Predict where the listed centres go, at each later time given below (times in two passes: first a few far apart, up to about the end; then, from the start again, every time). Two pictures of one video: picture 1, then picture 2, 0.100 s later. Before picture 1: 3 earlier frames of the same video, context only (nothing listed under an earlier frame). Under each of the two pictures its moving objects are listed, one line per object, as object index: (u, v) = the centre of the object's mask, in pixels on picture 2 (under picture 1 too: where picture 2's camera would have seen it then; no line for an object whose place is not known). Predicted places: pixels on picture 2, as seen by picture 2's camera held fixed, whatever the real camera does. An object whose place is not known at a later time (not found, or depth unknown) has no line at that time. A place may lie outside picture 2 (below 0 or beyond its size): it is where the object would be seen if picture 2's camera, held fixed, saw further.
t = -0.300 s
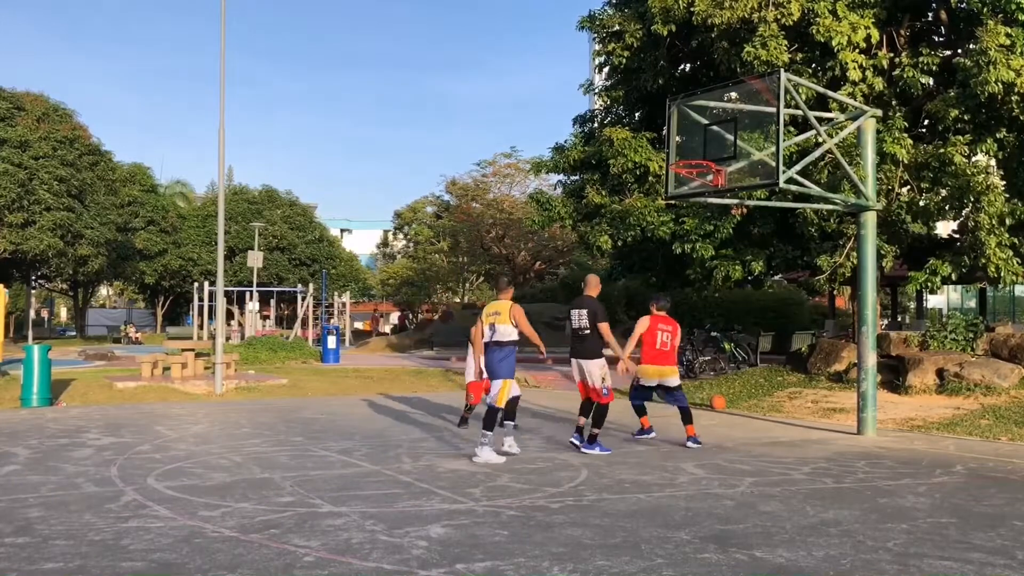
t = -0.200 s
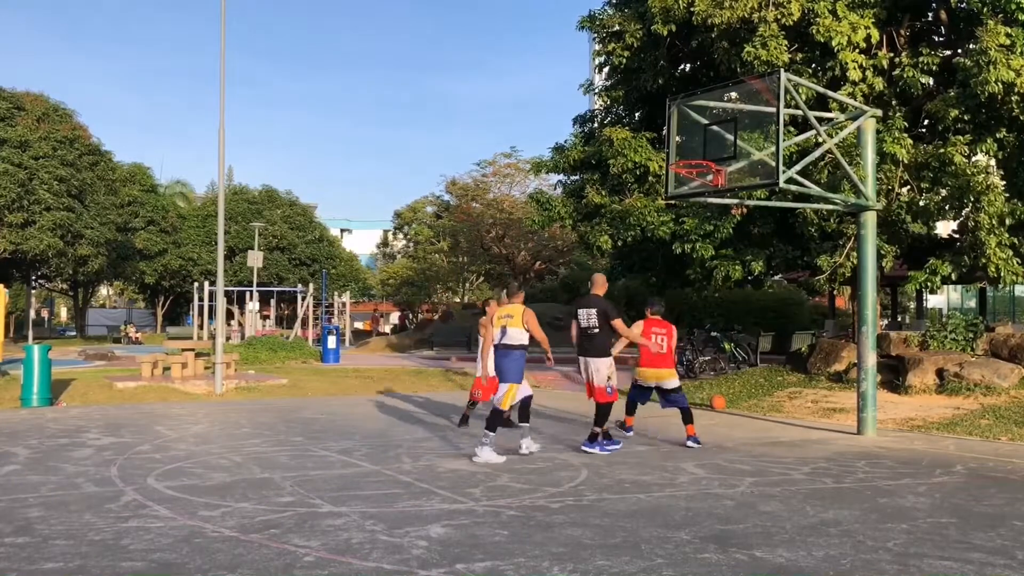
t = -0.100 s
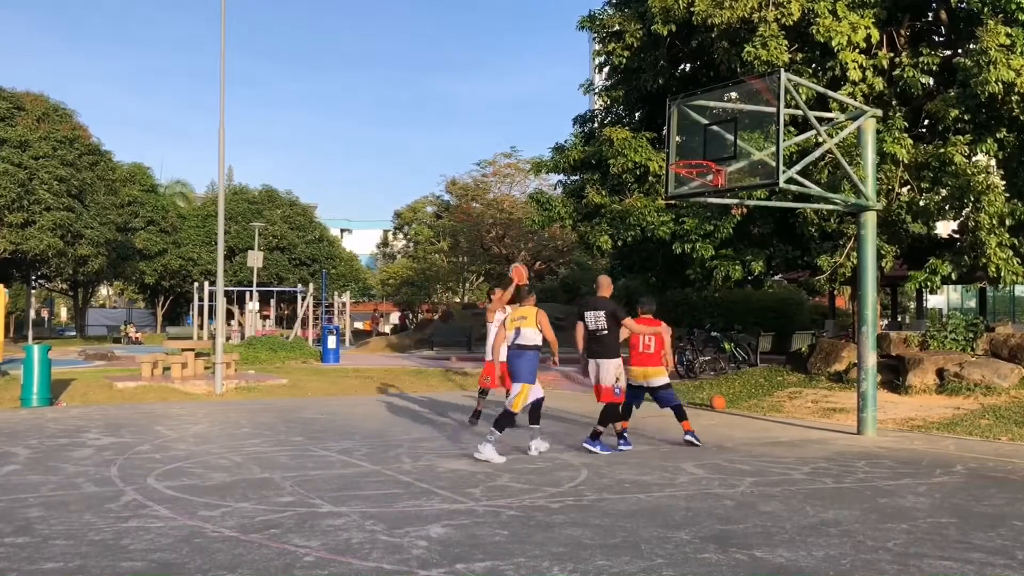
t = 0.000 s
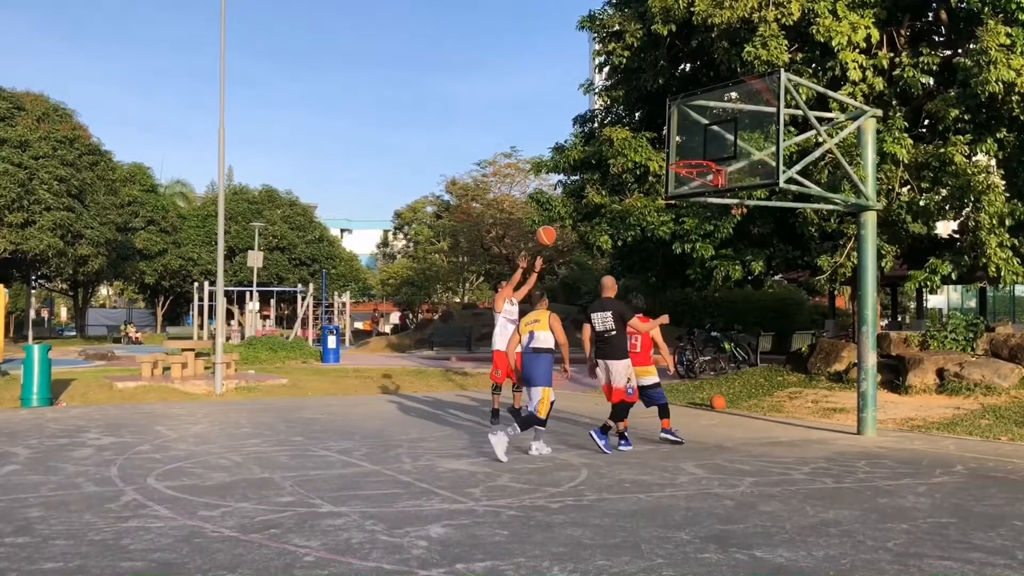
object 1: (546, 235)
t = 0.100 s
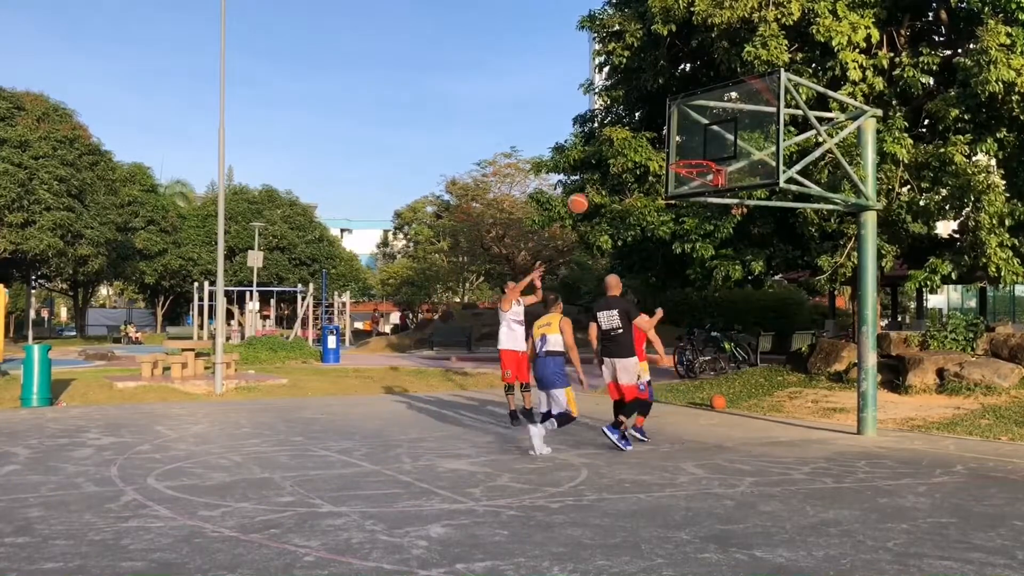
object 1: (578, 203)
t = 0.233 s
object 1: (623, 171)
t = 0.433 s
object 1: (690, 149)
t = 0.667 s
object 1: (690, 157)
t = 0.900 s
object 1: (702, 156)
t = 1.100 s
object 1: (693, 150)
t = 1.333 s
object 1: (686, 162)
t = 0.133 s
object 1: (588, 194)
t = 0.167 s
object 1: (599, 186)
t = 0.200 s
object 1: (611, 178)
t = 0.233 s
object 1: (623, 171)
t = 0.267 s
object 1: (634, 166)
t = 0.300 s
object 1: (645, 161)
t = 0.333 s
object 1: (657, 156)
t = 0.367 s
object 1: (668, 153)
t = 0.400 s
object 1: (681, 151)
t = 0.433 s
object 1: (690, 149)
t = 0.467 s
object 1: (692, 149)
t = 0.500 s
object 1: (694, 149)
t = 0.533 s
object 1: (696, 150)
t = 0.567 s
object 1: (698, 152)
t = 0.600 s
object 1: (699, 155)
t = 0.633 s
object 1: (698, 158)
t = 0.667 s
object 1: (690, 157)
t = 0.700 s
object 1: (683, 159)
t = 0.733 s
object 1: (683, 159)
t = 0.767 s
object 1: (687, 156)
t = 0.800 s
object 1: (691, 154)
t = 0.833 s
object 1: (694, 153)
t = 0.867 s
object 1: (698, 154)
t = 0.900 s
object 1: (702, 156)
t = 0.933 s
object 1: (703, 157)
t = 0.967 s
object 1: (701, 156)
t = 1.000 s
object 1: (699, 153)
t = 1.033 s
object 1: (697, 151)
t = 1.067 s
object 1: (695, 150)
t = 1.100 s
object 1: (693, 150)
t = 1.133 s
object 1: (691, 151)
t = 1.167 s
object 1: (689, 152)
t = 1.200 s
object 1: (687, 156)
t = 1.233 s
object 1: (685, 160)
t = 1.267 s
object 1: (685, 160)
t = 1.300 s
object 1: (686, 160)
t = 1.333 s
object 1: (686, 162)
